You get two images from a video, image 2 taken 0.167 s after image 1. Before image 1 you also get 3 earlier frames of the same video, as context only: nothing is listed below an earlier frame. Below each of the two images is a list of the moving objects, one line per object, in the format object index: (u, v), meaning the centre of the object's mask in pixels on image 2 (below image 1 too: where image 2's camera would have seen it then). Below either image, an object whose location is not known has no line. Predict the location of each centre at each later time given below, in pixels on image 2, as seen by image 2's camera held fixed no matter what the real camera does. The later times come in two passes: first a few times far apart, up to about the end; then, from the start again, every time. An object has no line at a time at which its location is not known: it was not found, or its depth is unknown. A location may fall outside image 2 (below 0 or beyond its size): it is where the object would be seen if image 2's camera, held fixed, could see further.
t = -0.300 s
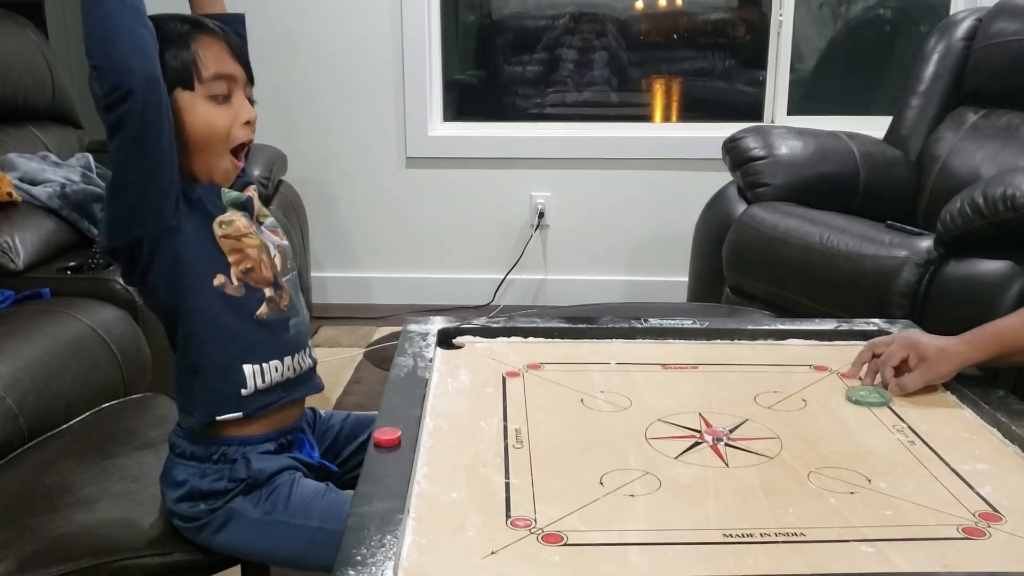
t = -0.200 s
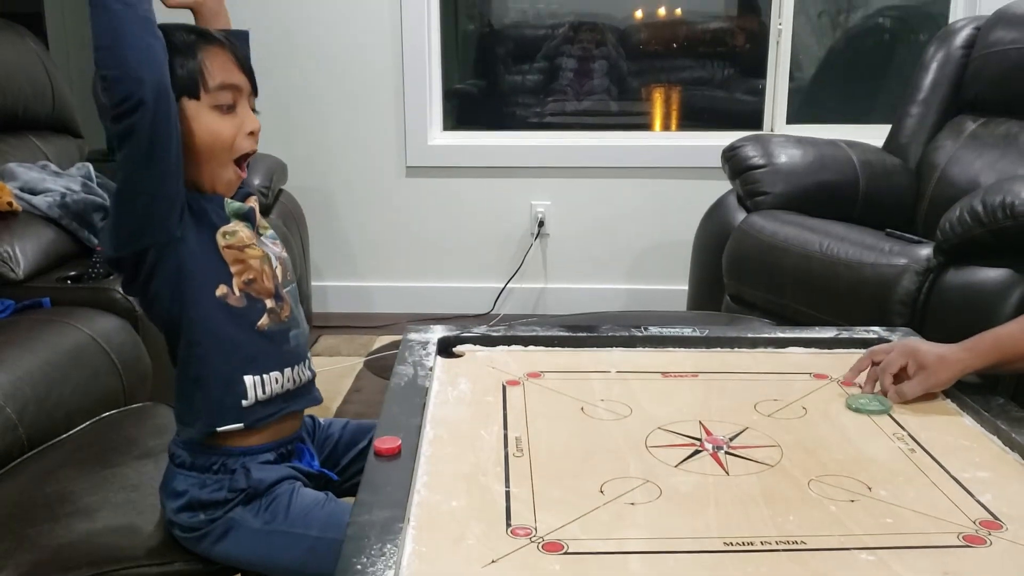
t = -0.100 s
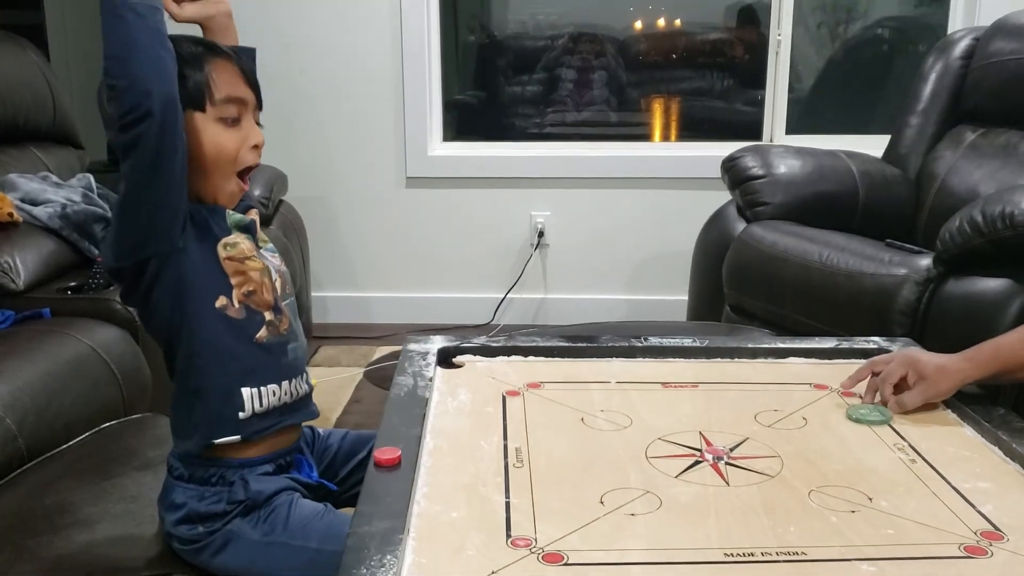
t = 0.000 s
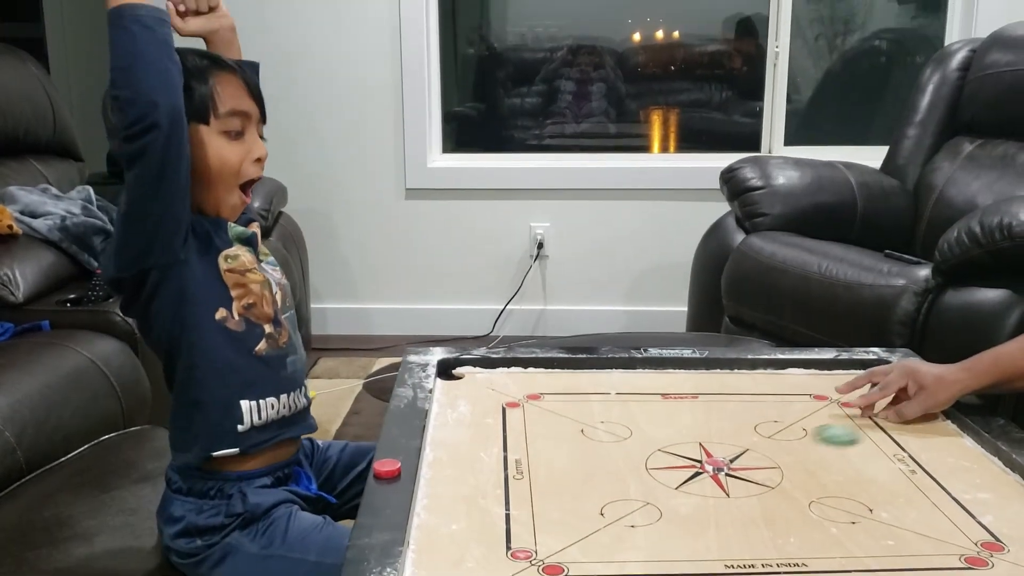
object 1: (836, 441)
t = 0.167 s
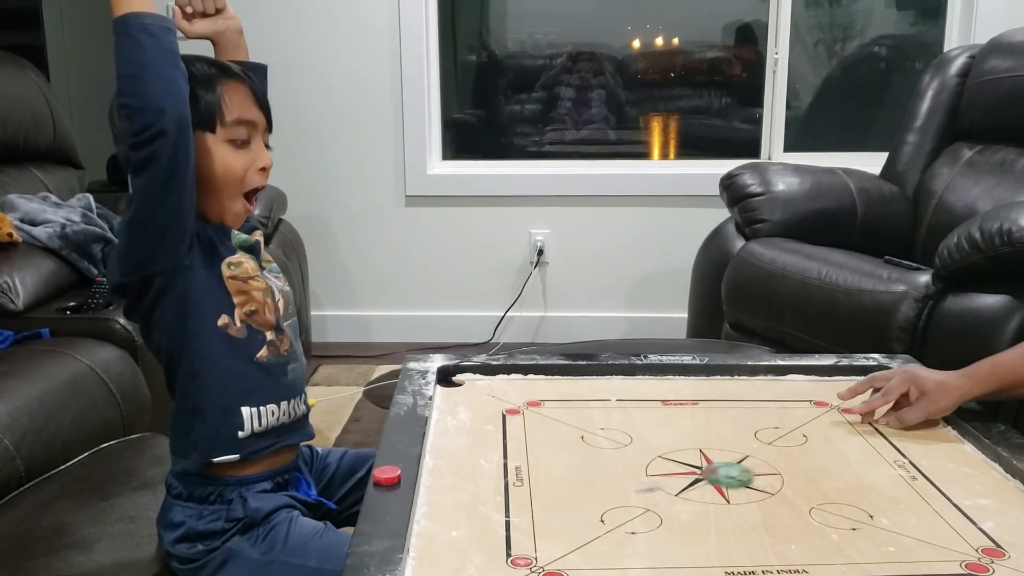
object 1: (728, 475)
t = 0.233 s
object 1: (703, 484)
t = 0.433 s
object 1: (644, 506)
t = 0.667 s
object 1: (618, 514)
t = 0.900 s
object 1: (618, 514)
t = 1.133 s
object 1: (618, 514)
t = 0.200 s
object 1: (716, 480)
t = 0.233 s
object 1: (703, 484)
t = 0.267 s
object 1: (691, 489)
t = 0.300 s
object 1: (680, 493)
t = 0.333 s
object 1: (670, 497)
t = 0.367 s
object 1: (660, 500)
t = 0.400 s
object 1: (652, 503)
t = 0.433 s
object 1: (644, 506)
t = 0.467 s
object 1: (637, 509)
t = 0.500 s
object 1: (631, 511)
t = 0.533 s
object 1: (626, 512)
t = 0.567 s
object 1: (622, 513)
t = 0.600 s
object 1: (619, 514)
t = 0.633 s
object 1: (618, 514)
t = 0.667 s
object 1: (618, 514)
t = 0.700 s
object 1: (618, 514)
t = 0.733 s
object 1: (618, 514)
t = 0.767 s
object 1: (618, 514)
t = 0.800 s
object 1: (618, 514)
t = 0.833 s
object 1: (618, 514)
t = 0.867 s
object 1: (617, 514)
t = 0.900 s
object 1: (618, 514)
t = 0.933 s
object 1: (618, 514)
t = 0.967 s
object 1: (618, 514)
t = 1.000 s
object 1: (618, 514)
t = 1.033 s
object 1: (618, 514)
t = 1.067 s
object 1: (618, 514)
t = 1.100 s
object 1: (617, 514)
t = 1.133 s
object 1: (618, 514)
